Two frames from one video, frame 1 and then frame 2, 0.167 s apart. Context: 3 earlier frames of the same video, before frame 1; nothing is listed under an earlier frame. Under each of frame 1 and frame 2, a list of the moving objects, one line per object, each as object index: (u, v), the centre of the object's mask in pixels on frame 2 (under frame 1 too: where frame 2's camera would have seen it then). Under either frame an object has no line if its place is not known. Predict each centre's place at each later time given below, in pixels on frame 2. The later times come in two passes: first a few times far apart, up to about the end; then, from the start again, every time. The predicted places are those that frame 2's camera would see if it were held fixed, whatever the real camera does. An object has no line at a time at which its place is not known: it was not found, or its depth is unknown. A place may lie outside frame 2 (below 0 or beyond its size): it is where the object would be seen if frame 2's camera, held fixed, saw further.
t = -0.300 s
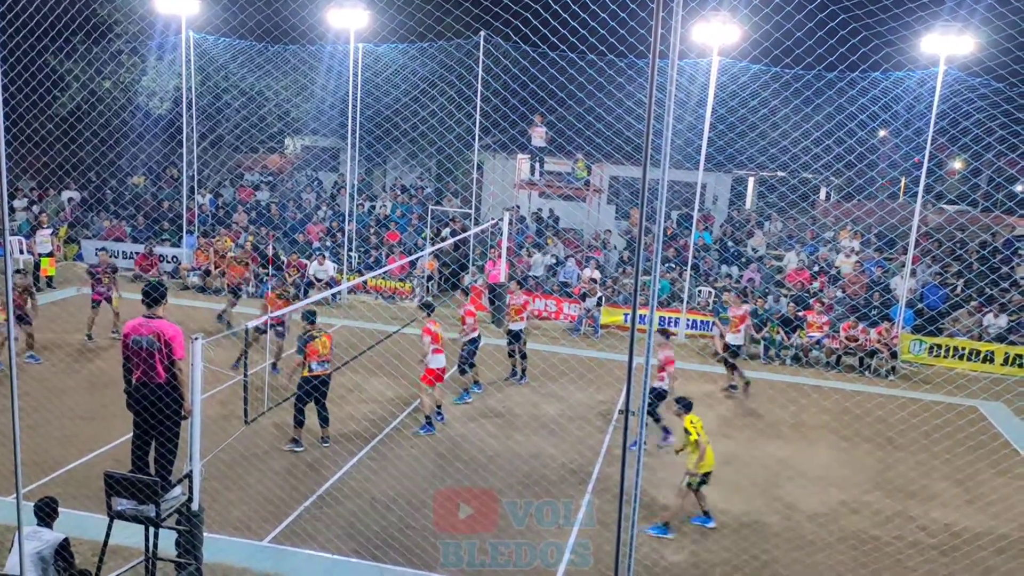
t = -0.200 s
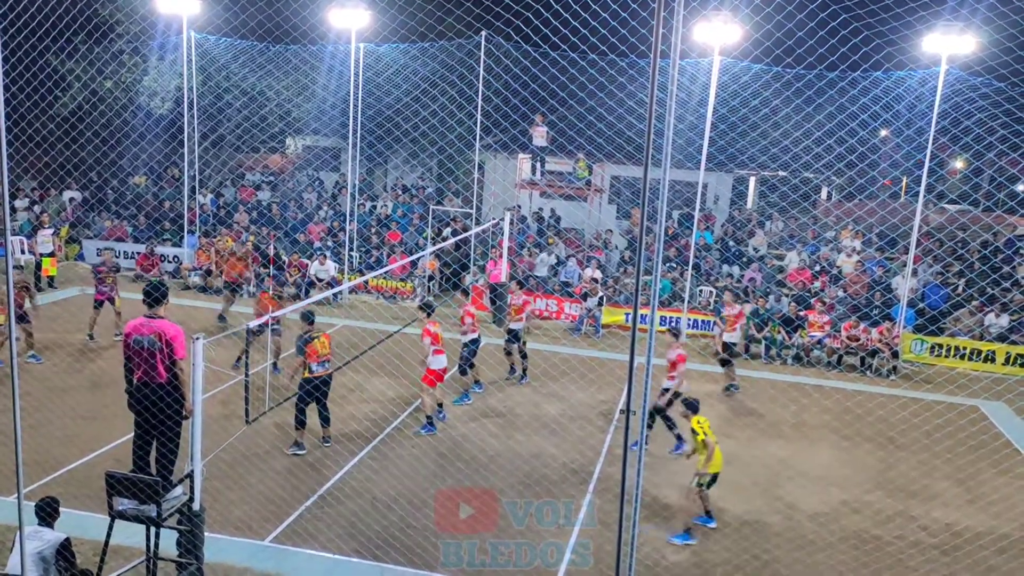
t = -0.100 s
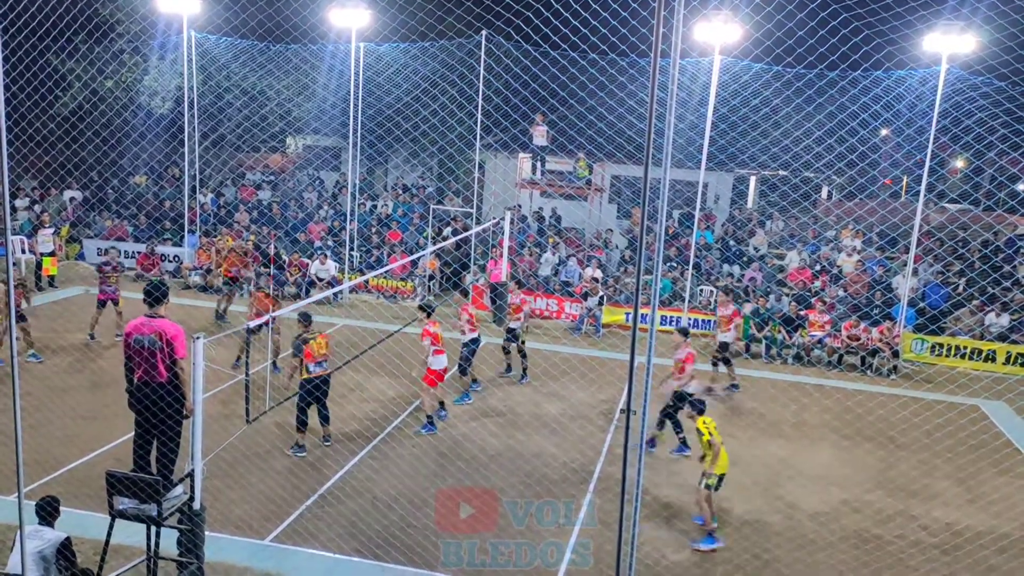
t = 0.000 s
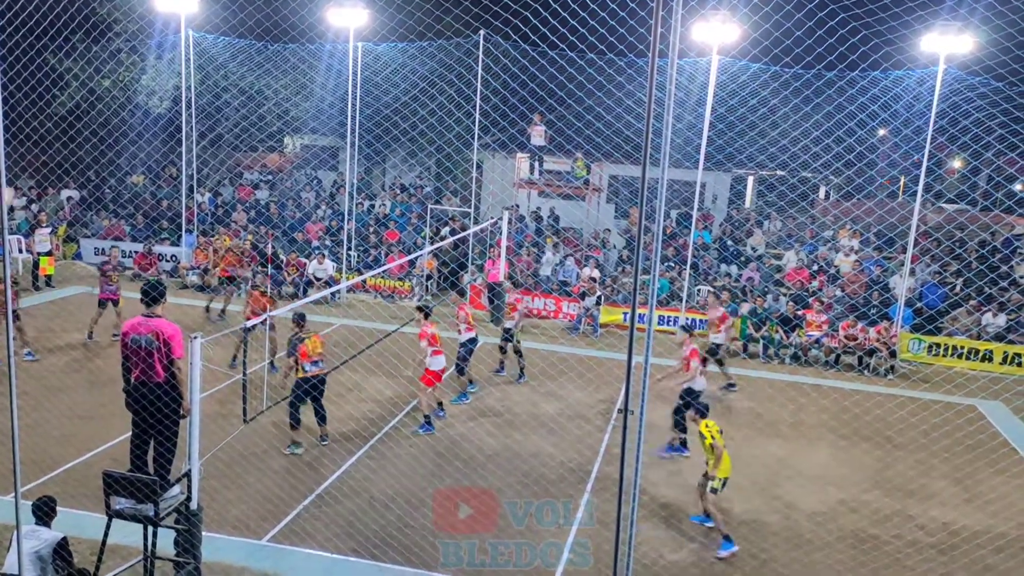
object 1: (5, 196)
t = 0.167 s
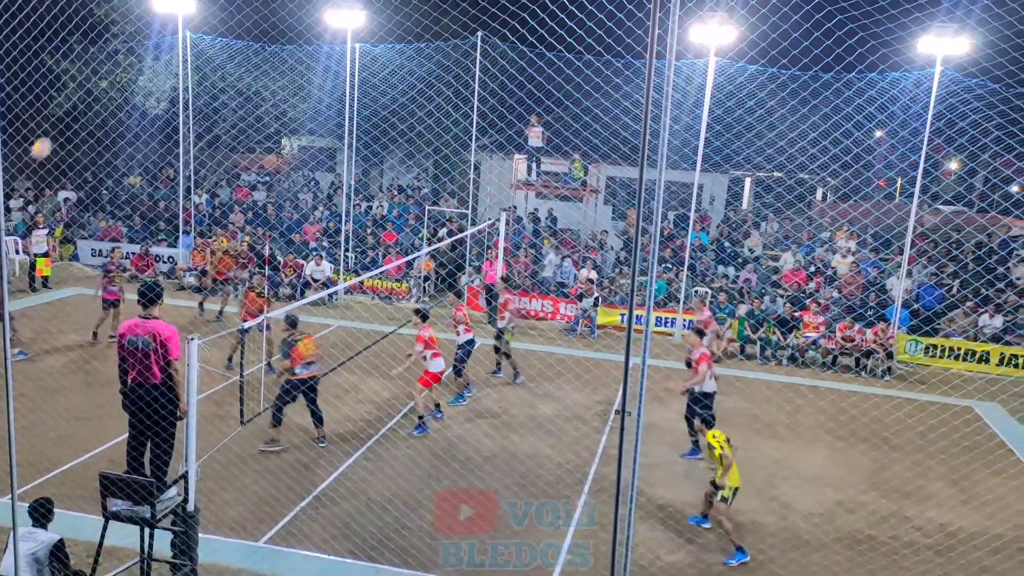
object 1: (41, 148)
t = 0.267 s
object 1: (66, 126)
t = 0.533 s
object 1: (131, 107)
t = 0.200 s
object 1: (50, 141)
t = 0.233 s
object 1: (58, 133)
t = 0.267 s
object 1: (66, 126)
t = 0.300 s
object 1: (74, 121)
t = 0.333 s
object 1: (83, 117)
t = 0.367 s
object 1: (90, 114)
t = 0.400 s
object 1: (99, 110)
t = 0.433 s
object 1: (106, 109)
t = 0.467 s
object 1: (115, 108)
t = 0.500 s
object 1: (123, 107)
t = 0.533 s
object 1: (131, 107)
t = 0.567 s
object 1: (140, 108)
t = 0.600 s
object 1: (147, 110)
